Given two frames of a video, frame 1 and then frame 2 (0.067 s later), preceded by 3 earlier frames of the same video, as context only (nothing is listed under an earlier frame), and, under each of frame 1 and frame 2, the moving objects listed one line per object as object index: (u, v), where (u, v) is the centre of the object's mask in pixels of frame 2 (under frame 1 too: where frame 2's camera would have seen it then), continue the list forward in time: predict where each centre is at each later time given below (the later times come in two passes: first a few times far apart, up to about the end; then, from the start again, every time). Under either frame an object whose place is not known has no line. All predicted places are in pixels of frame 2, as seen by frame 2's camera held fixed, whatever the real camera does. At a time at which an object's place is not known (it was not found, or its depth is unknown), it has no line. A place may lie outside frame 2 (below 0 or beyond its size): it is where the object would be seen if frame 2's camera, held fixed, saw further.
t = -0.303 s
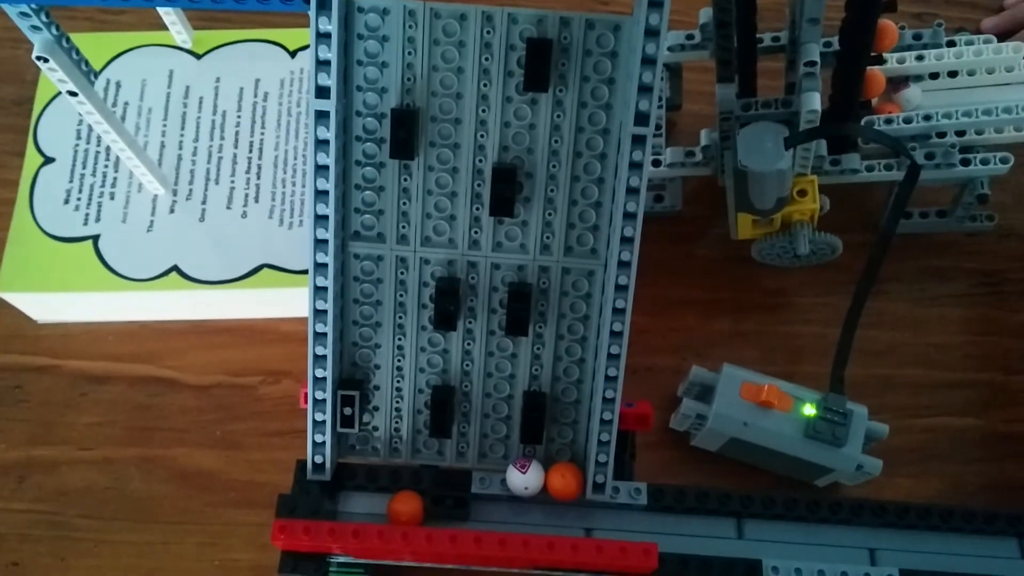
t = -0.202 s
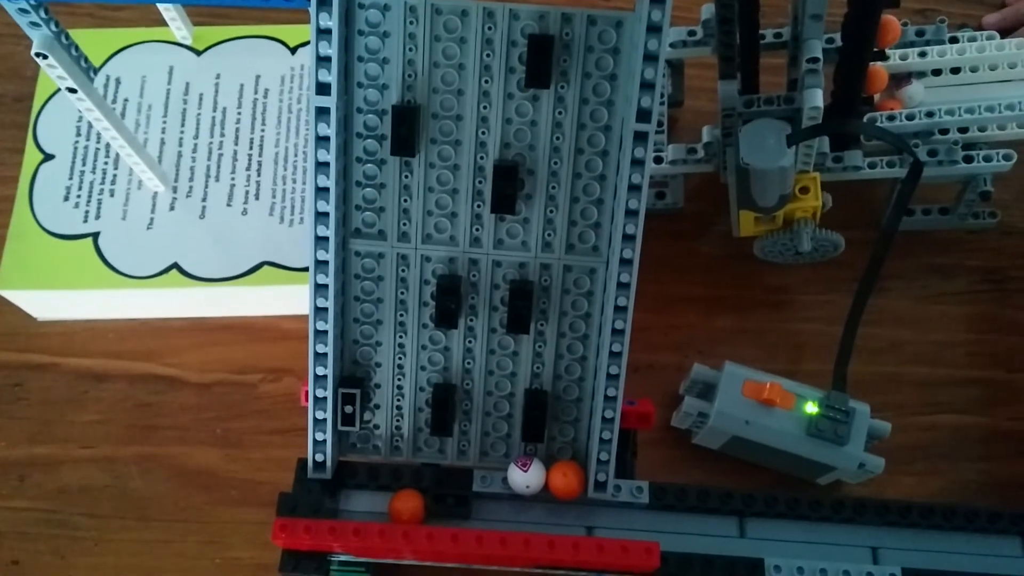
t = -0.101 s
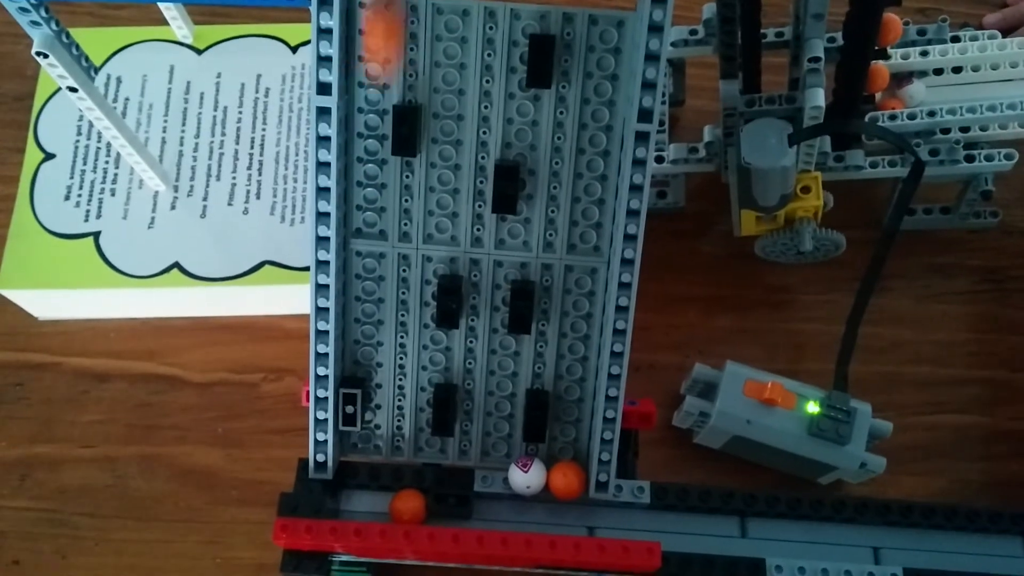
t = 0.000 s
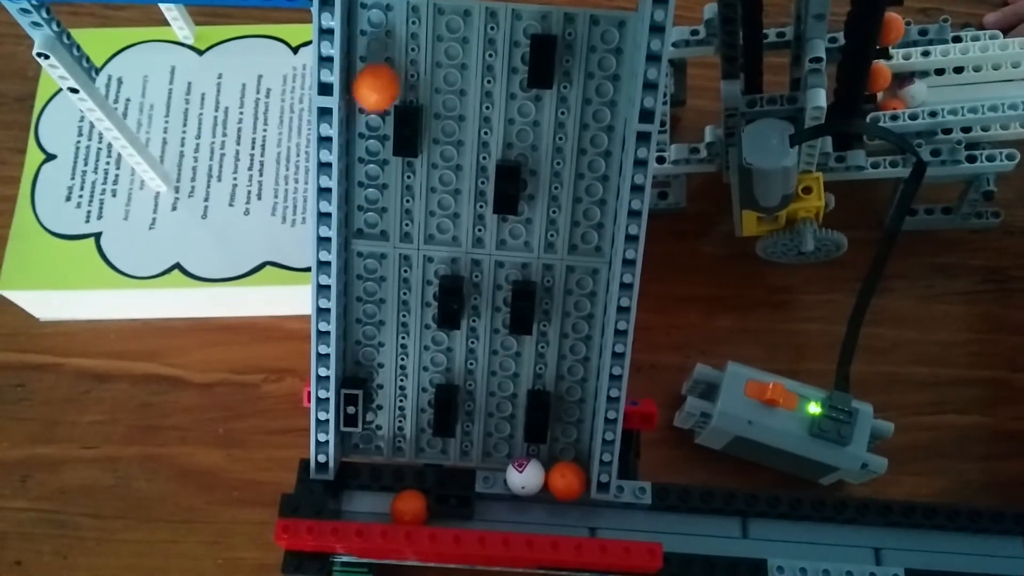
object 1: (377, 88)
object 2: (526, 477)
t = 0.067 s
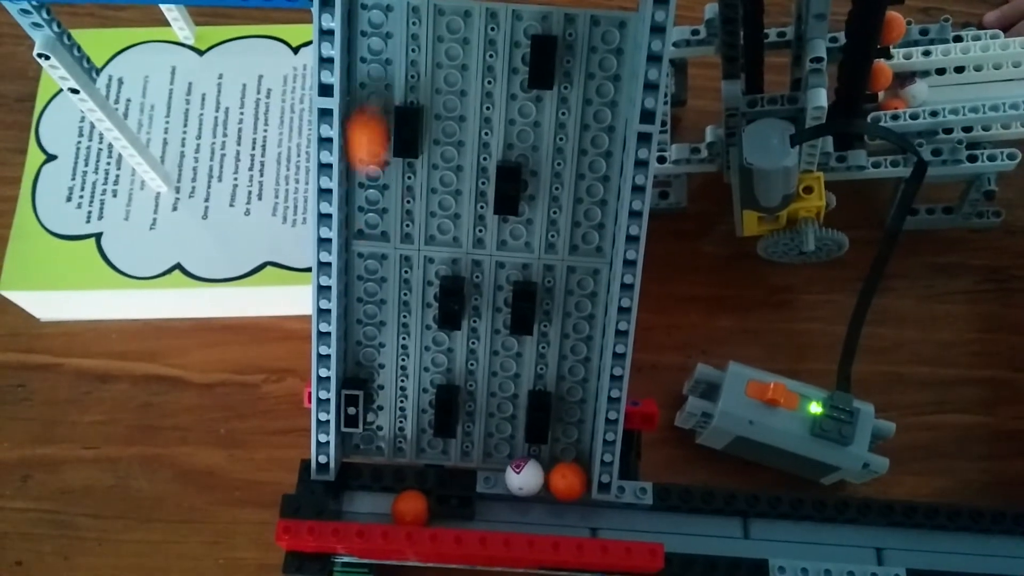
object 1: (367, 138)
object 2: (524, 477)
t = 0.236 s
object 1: (428, 372)
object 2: (522, 478)
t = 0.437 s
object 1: (502, 449)
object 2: (526, 487)
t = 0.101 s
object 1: (370, 192)
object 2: (523, 477)
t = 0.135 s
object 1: (371, 257)
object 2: (521, 478)
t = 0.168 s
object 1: (370, 341)
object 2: (523, 478)
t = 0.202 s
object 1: (391, 368)
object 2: (522, 478)
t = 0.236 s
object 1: (428, 372)
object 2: (522, 478)
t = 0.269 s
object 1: (442, 366)
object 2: (522, 478)
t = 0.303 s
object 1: (456, 374)
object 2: (521, 478)
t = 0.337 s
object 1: (467, 377)
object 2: (521, 478)
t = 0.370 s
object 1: (480, 391)
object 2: (521, 478)
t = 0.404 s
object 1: (495, 419)
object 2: (521, 478)
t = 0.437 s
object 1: (502, 449)
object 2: (526, 487)
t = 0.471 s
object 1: (499, 464)
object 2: (539, 510)
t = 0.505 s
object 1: (500, 492)
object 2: (548, 517)
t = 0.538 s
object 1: (500, 513)
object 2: (554, 518)
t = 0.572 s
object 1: (502, 516)
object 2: (561, 518)
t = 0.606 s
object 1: (504, 518)
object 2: (570, 519)
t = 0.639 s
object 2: (579, 519)
